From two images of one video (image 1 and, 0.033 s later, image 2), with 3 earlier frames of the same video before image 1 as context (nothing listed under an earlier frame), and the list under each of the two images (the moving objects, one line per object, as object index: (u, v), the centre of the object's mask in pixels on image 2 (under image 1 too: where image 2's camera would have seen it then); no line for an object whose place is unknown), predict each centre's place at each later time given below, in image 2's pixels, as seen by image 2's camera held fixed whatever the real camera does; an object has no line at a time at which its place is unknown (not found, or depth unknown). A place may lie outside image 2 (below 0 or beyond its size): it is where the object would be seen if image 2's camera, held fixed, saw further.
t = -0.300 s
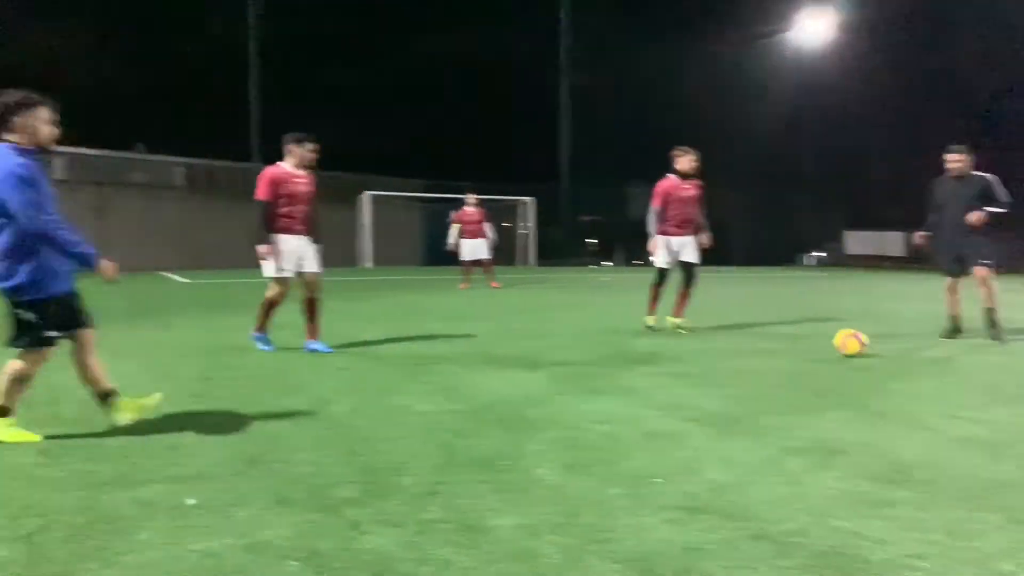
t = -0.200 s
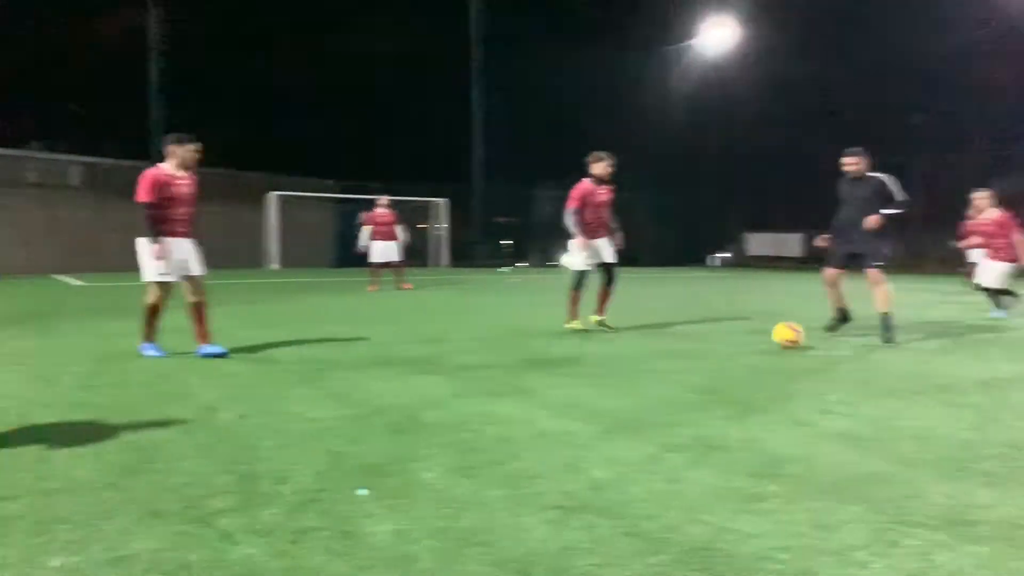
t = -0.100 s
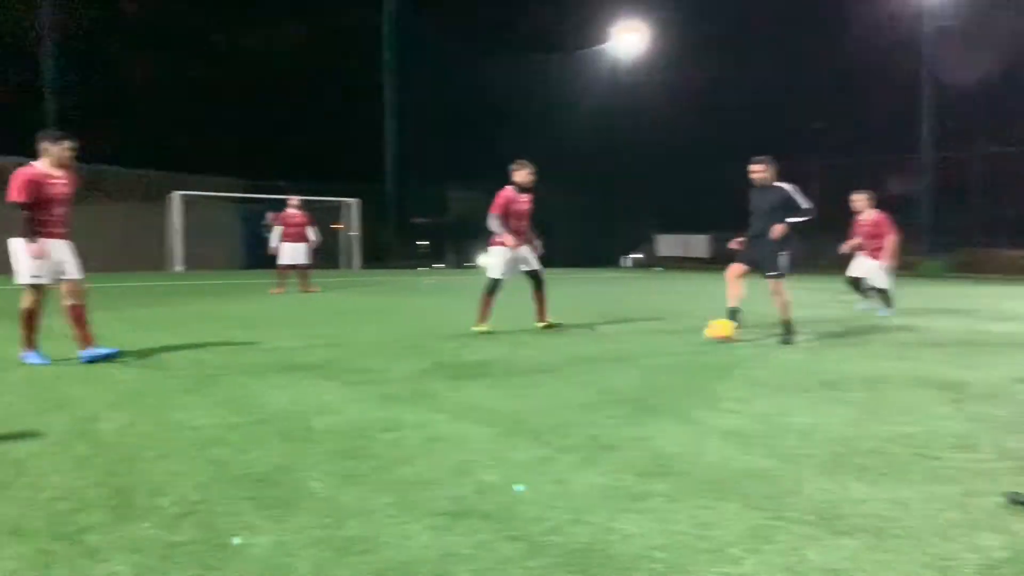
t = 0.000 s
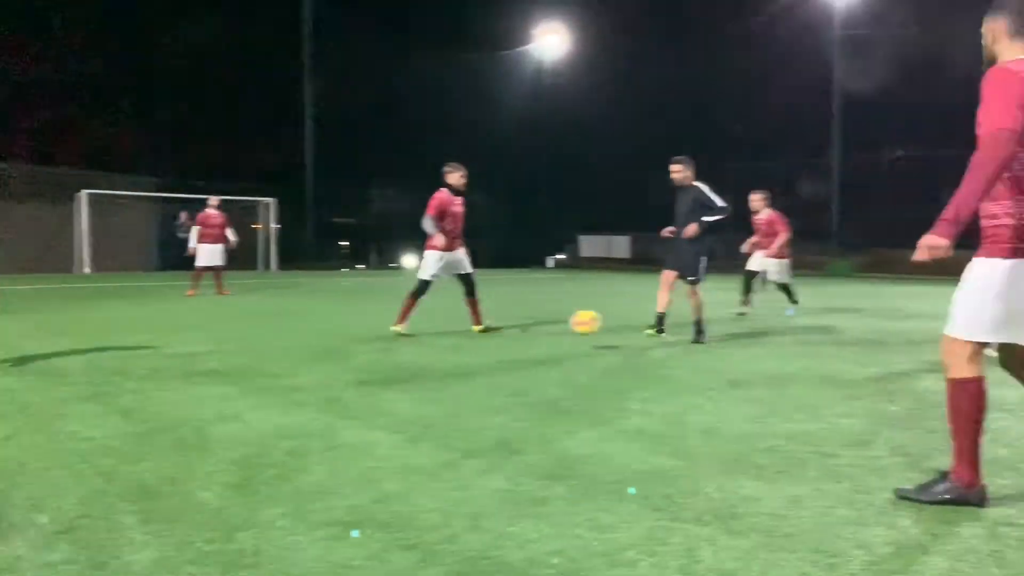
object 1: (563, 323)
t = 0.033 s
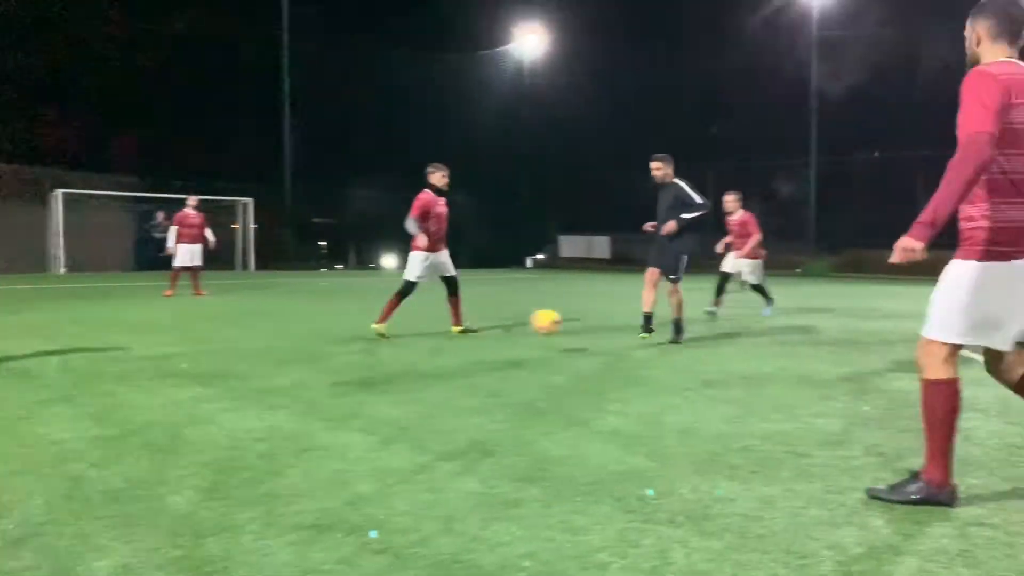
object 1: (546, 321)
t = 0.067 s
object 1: (526, 322)
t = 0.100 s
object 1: (505, 324)
